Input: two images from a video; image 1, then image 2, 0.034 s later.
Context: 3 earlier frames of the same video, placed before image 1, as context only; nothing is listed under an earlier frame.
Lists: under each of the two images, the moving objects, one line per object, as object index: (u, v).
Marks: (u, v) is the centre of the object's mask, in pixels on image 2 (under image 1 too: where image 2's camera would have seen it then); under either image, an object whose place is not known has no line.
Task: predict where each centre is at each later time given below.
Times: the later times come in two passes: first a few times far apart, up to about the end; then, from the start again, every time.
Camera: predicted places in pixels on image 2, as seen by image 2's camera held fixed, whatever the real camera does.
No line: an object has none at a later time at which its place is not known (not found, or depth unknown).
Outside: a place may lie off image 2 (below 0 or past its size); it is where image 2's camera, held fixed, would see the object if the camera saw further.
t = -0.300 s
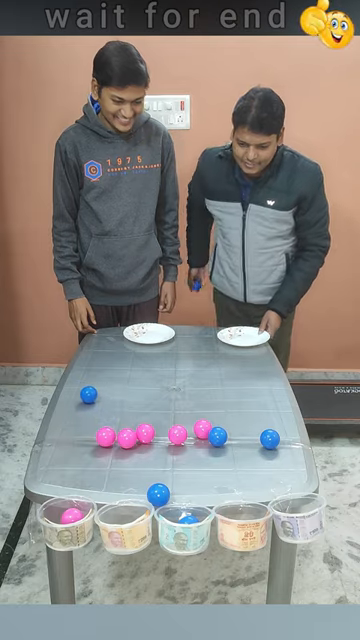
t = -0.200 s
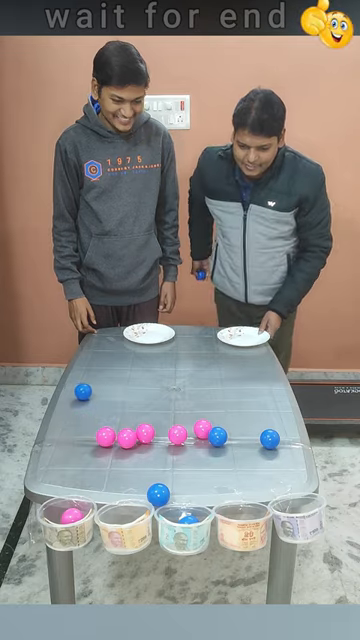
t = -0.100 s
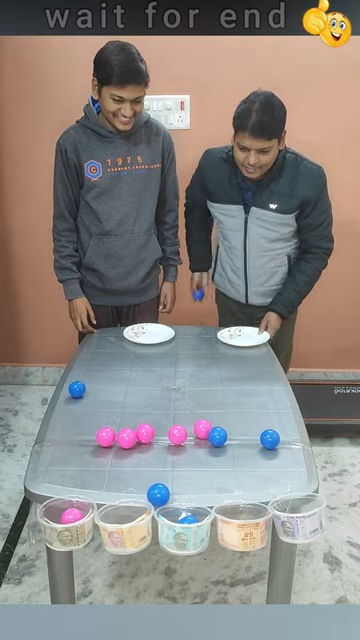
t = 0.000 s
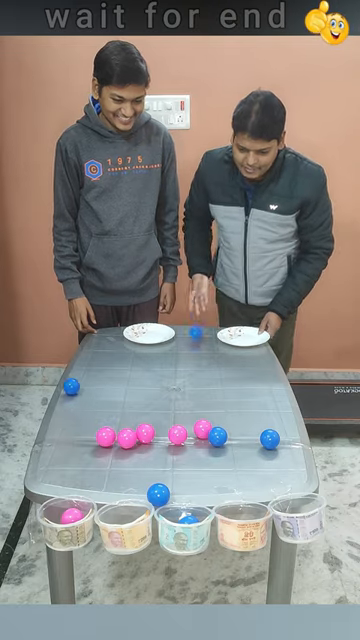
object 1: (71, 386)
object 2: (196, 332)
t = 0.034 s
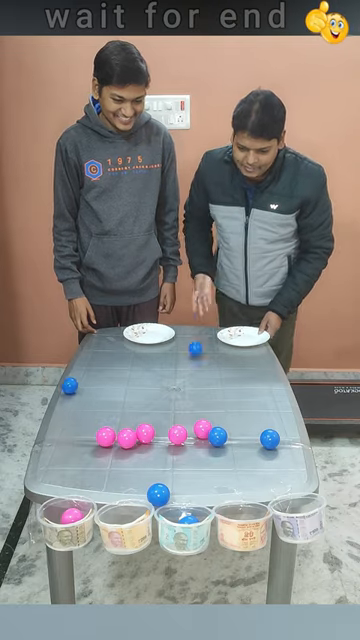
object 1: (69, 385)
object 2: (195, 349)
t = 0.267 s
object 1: (53, 382)
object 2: (173, 414)
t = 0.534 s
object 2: (138, 420)
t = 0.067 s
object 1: (68, 384)
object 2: (195, 357)
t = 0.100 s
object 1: (66, 384)
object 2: (194, 371)
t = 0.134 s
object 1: (64, 383)
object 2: (193, 390)
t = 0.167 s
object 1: (62, 382)
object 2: (192, 401)
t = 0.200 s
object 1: (59, 382)
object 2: (190, 416)
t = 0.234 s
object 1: (56, 382)
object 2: (181, 418)
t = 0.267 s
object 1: (53, 382)
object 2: (173, 414)
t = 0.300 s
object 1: (50, 383)
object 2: (165, 412)
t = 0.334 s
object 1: (46, 387)
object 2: (158, 414)
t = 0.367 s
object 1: (43, 393)
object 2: (153, 411)
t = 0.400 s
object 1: (40, 402)
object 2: (149, 406)
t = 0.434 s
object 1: (37, 415)
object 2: (147, 405)
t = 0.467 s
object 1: (34, 428)
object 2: (144, 408)
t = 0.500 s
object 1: (30, 445)
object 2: (141, 414)
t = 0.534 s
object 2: (138, 420)
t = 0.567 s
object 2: (136, 415)
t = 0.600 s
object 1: (30, 510)
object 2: (133, 413)
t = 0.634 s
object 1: (31, 535)
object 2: (130, 414)
